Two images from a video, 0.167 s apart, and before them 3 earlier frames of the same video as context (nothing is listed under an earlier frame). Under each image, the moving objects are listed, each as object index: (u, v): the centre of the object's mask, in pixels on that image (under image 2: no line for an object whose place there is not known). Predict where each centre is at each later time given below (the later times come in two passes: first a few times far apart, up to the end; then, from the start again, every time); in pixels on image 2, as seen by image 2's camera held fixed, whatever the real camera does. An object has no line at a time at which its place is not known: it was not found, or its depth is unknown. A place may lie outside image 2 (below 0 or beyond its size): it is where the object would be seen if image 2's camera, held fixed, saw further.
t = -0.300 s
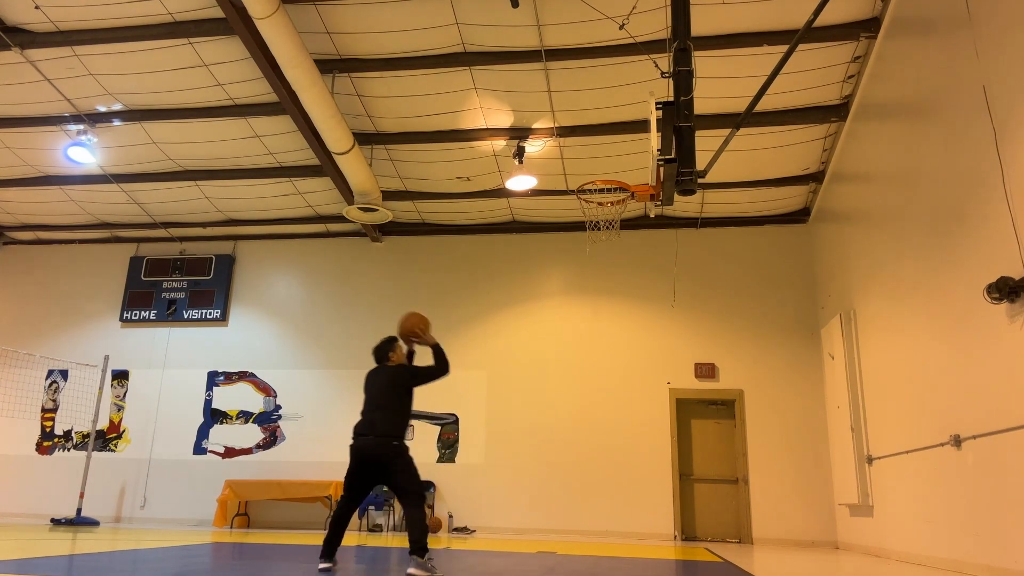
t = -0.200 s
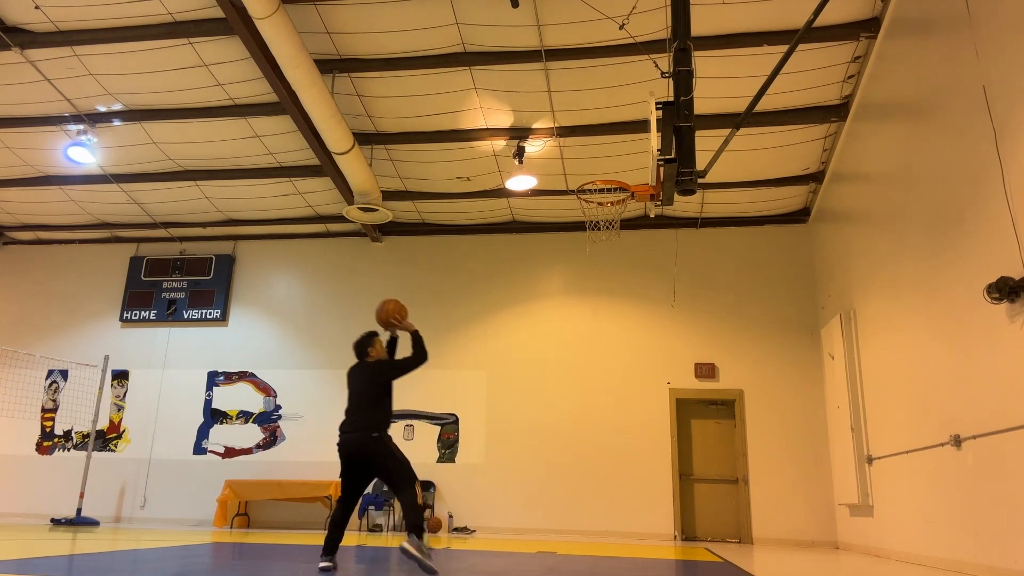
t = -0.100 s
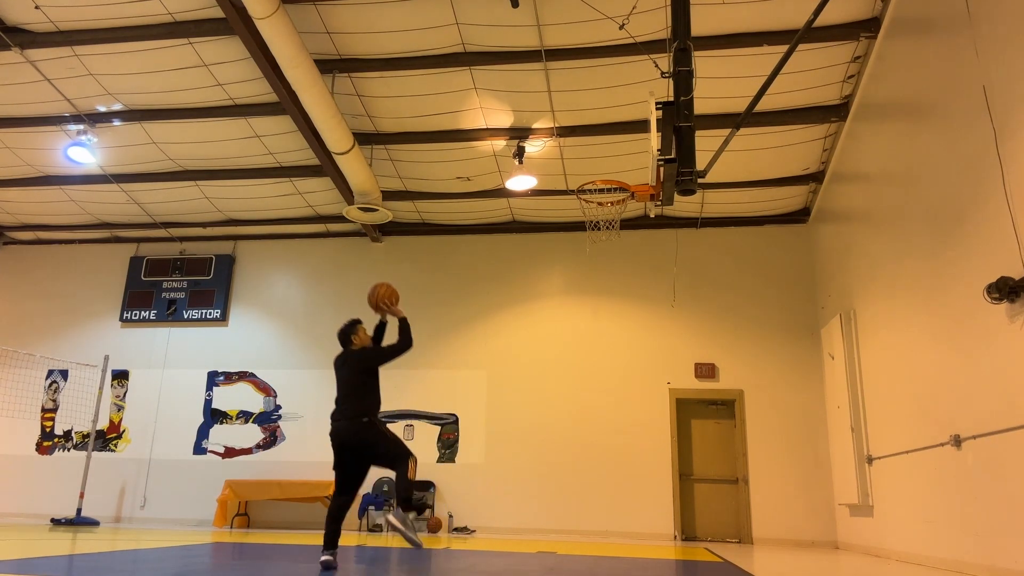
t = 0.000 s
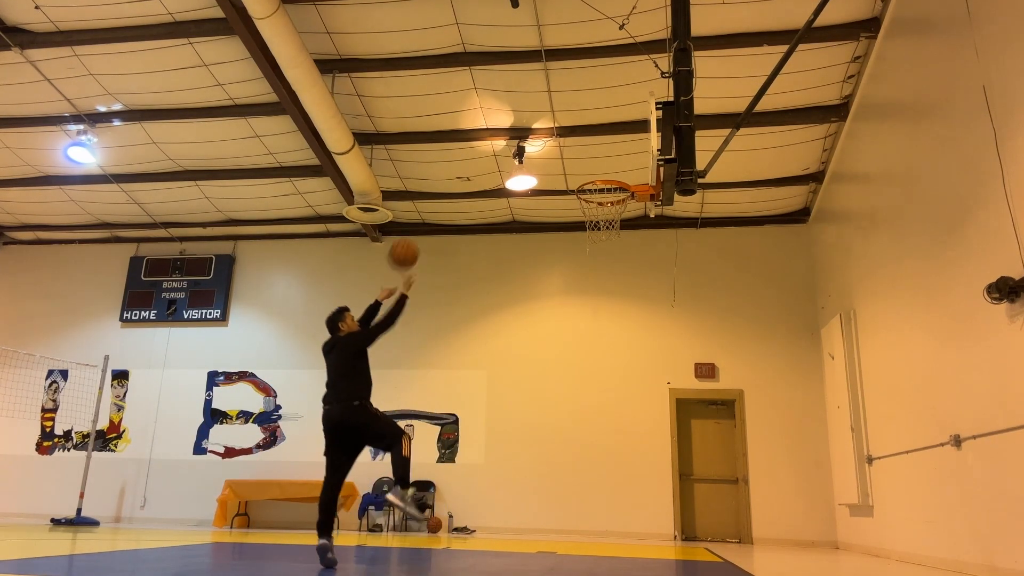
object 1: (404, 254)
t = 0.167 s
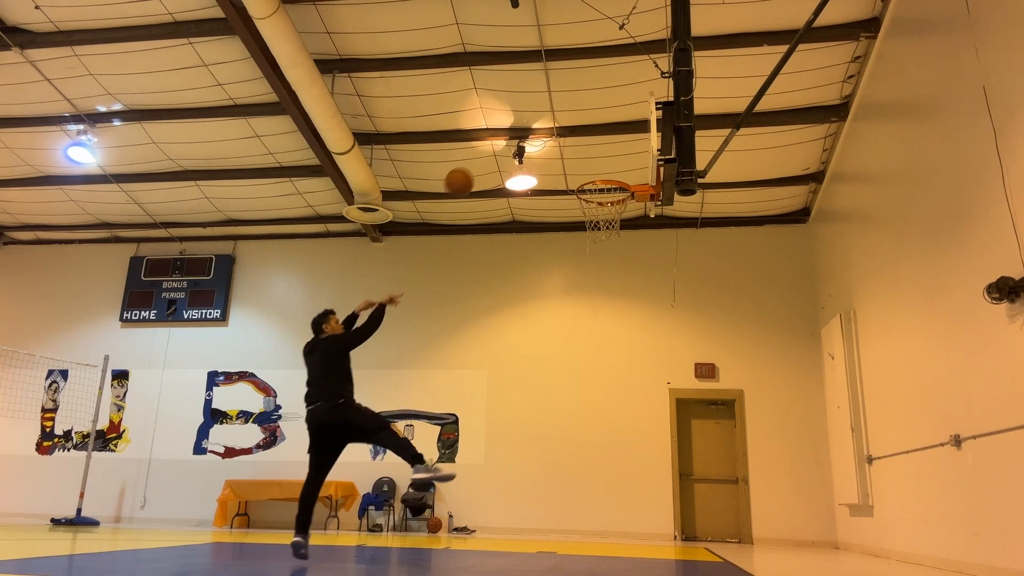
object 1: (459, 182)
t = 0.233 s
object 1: (479, 164)
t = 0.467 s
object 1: (545, 139)
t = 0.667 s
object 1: (597, 163)
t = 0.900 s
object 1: (587, 161)
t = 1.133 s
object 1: (532, 163)
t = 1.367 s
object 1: (468, 228)
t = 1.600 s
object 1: (393, 371)
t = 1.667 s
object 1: (367, 431)
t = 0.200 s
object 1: (469, 173)
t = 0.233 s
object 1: (479, 164)
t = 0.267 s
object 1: (489, 158)
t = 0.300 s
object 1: (499, 151)
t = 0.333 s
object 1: (508, 146)
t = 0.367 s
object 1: (517, 142)
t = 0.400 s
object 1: (525, 141)
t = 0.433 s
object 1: (535, 139)
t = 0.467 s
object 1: (545, 139)
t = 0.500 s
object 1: (554, 141)
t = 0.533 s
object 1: (562, 144)
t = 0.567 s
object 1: (571, 147)
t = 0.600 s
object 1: (580, 151)
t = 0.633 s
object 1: (588, 157)
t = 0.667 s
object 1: (597, 163)
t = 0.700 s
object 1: (606, 170)
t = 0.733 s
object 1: (615, 174)
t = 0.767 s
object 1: (618, 184)
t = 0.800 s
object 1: (611, 173)
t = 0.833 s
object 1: (603, 169)
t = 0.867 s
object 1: (595, 165)
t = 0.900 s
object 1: (587, 161)
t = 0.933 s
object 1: (580, 158)
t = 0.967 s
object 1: (572, 156)
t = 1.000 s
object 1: (564, 155)
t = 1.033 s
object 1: (556, 155)
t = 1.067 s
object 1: (548, 157)
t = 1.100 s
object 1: (539, 160)
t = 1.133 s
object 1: (532, 163)
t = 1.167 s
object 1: (522, 168)
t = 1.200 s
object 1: (514, 175)
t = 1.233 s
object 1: (505, 183)
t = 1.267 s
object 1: (495, 192)
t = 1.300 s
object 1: (487, 202)
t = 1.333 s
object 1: (477, 215)
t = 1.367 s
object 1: (468, 228)
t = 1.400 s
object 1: (459, 242)
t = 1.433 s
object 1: (449, 259)
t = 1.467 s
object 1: (438, 278)
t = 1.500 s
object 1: (428, 298)
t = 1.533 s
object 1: (417, 320)
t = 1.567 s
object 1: (405, 344)
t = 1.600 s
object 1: (393, 371)
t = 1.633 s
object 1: (381, 398)
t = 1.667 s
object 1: (367, 431)
